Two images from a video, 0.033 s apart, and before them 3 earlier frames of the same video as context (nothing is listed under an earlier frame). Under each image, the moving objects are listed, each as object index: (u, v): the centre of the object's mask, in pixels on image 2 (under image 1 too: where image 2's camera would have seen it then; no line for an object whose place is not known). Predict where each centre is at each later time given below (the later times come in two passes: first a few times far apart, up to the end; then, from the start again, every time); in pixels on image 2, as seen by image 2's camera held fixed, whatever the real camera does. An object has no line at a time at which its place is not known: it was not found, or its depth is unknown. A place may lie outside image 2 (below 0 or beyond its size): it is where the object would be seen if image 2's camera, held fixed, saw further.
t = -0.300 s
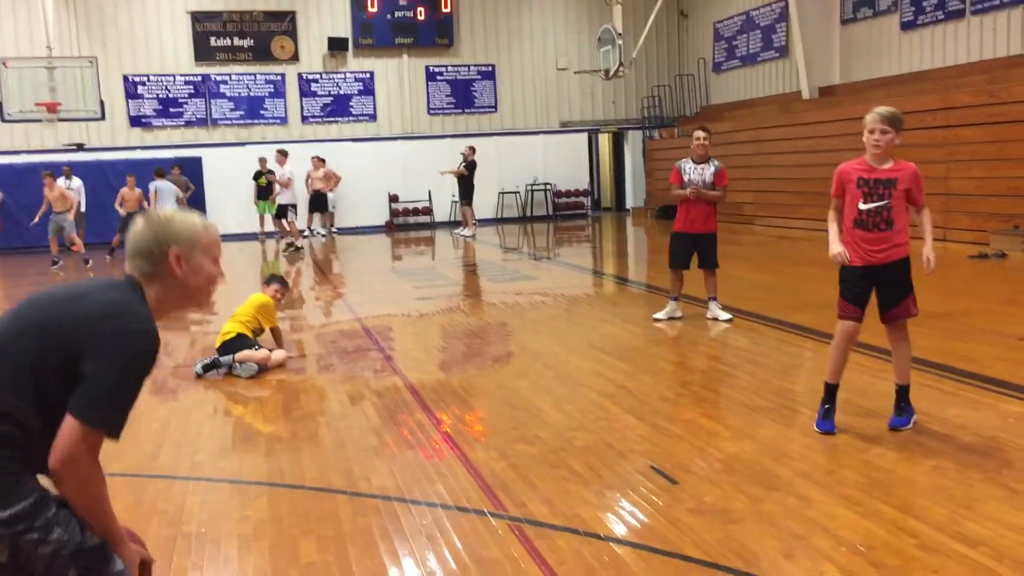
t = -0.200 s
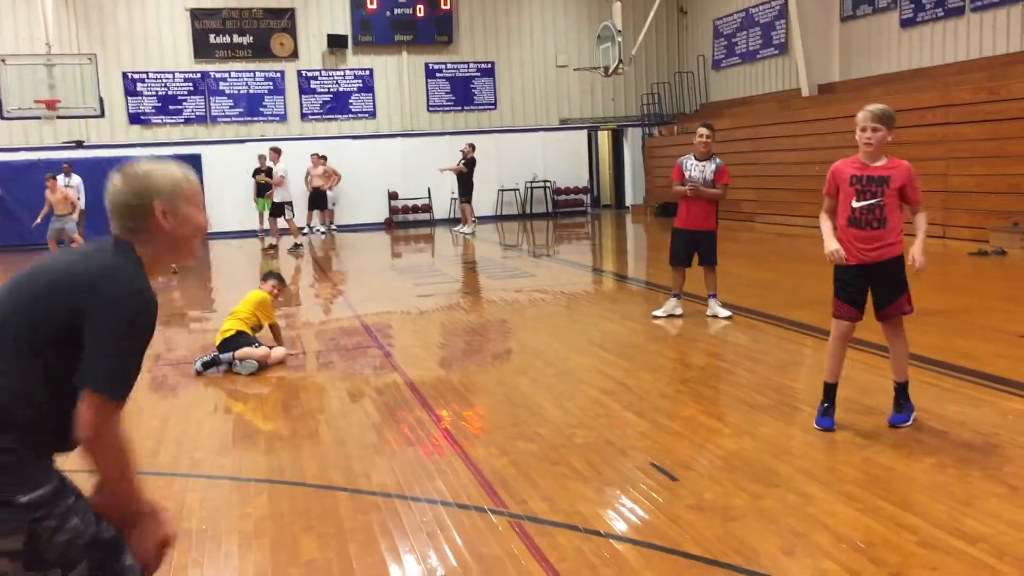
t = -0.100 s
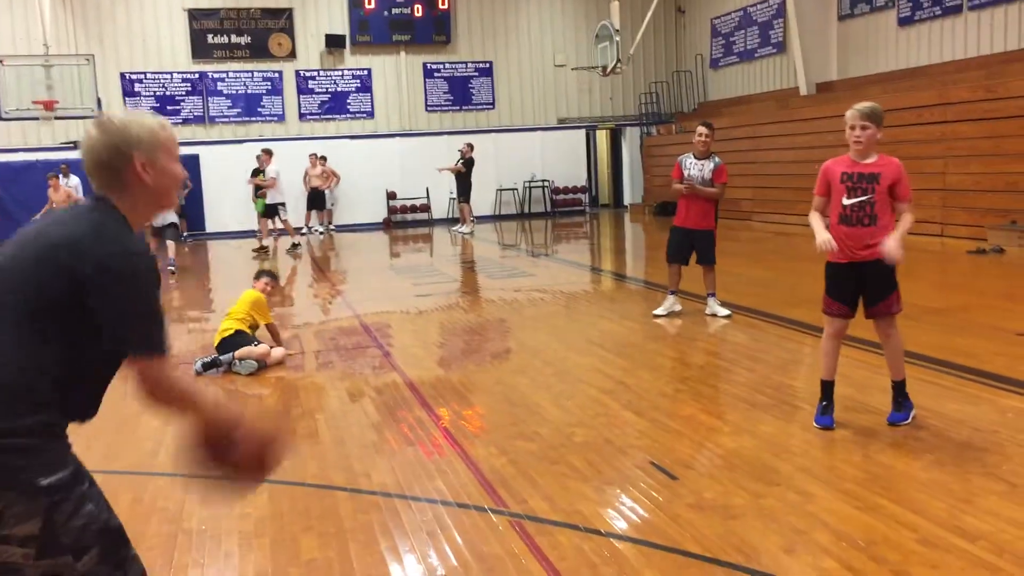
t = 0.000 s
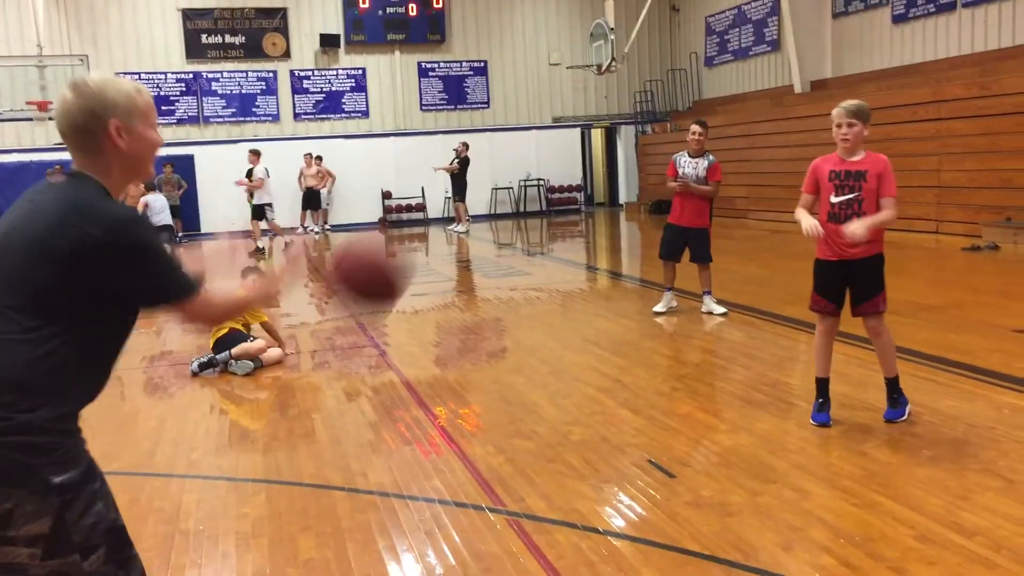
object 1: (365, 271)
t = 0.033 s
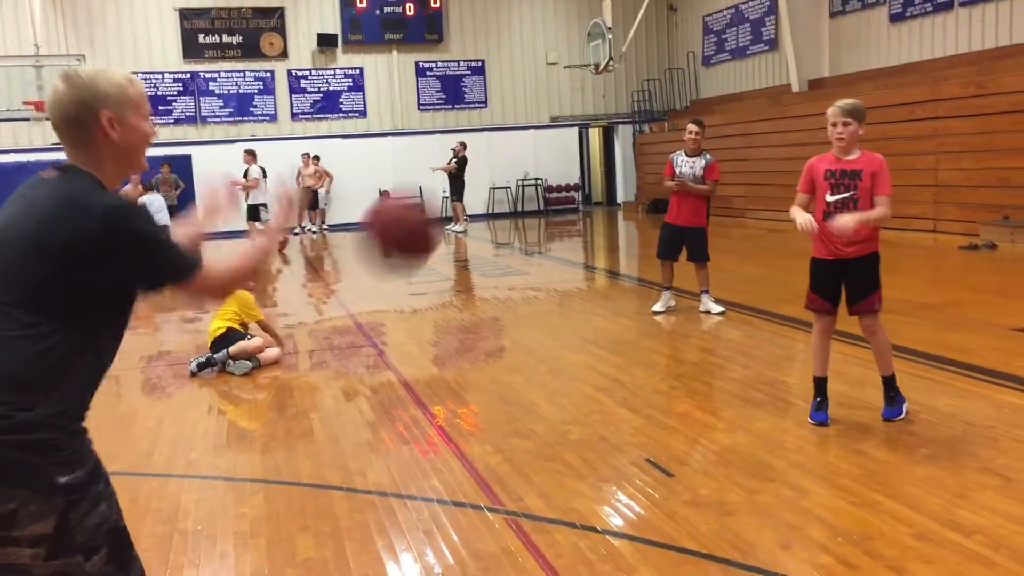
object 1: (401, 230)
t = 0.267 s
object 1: (608, 56)
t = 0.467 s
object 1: (728, 52)
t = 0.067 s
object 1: (438, 187)
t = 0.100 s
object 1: (470, 154)
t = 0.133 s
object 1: (502, 124)
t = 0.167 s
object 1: (531, 100)
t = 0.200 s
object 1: (558, 81)
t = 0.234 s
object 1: (584, 67)
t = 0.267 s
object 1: (608, 56)
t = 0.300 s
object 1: (632, 48)
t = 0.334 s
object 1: (654, 42)
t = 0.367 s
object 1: (674, 40)
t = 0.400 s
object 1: (693, 41)
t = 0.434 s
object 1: (711, 45)
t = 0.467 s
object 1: (728, 52)
